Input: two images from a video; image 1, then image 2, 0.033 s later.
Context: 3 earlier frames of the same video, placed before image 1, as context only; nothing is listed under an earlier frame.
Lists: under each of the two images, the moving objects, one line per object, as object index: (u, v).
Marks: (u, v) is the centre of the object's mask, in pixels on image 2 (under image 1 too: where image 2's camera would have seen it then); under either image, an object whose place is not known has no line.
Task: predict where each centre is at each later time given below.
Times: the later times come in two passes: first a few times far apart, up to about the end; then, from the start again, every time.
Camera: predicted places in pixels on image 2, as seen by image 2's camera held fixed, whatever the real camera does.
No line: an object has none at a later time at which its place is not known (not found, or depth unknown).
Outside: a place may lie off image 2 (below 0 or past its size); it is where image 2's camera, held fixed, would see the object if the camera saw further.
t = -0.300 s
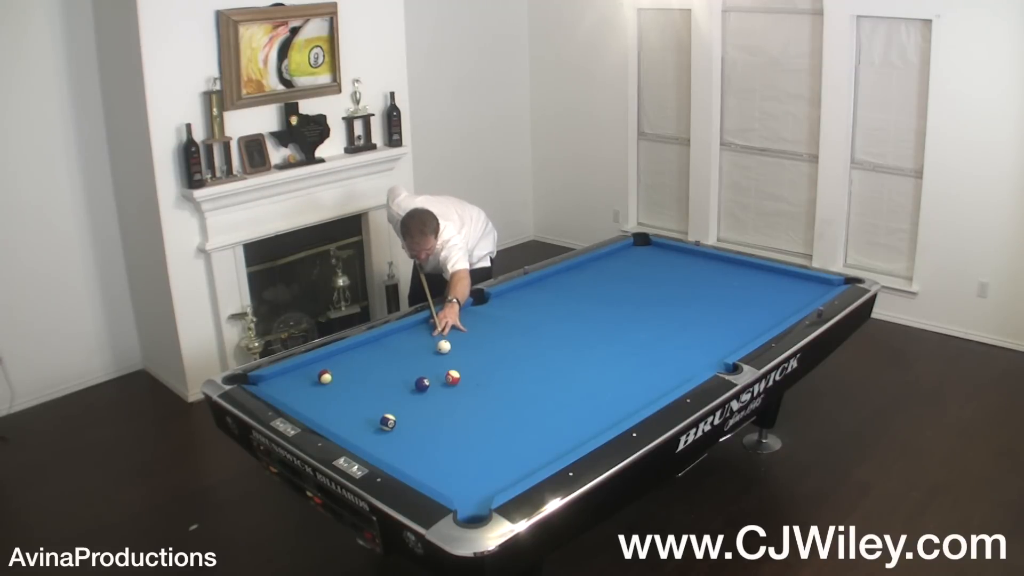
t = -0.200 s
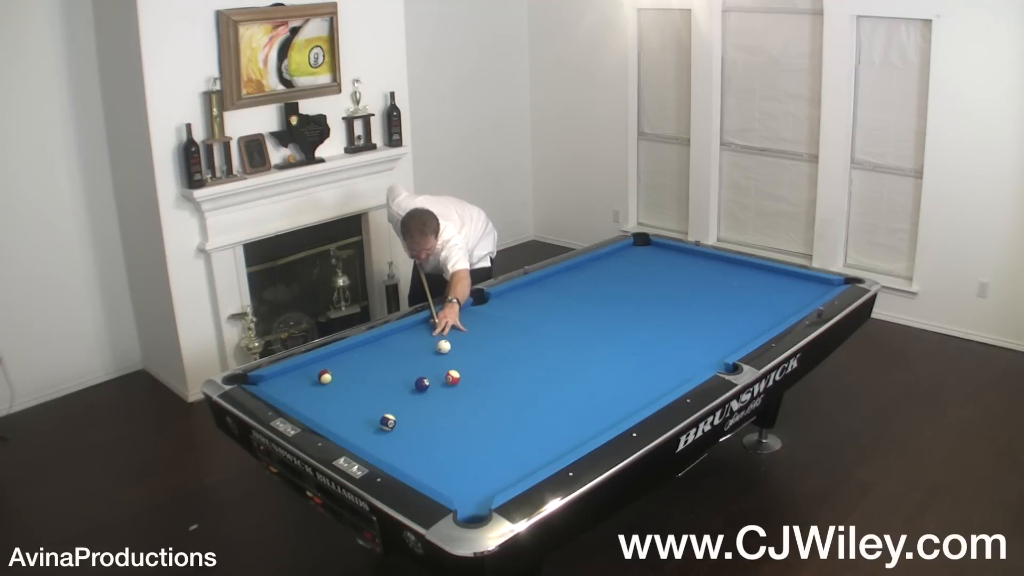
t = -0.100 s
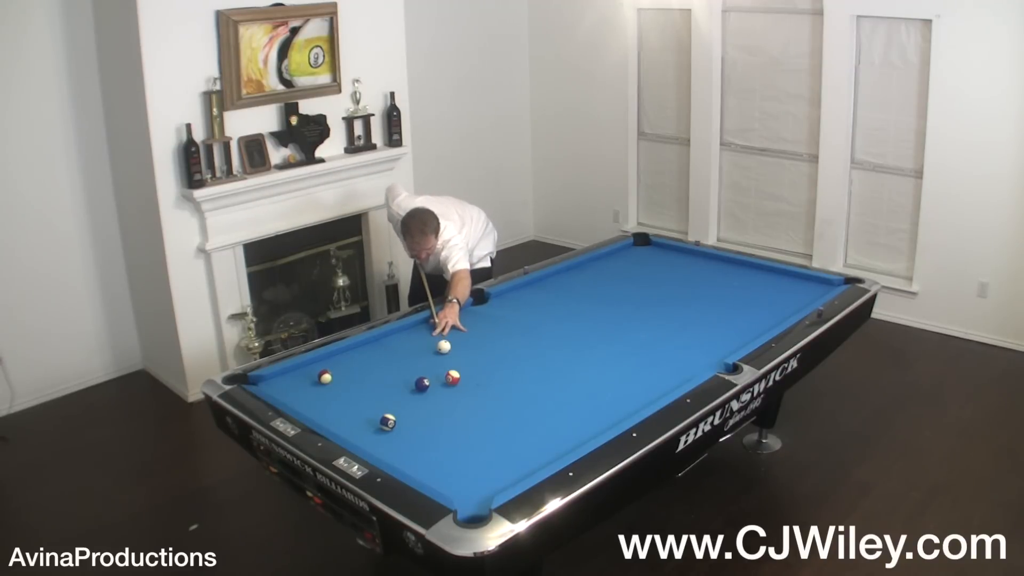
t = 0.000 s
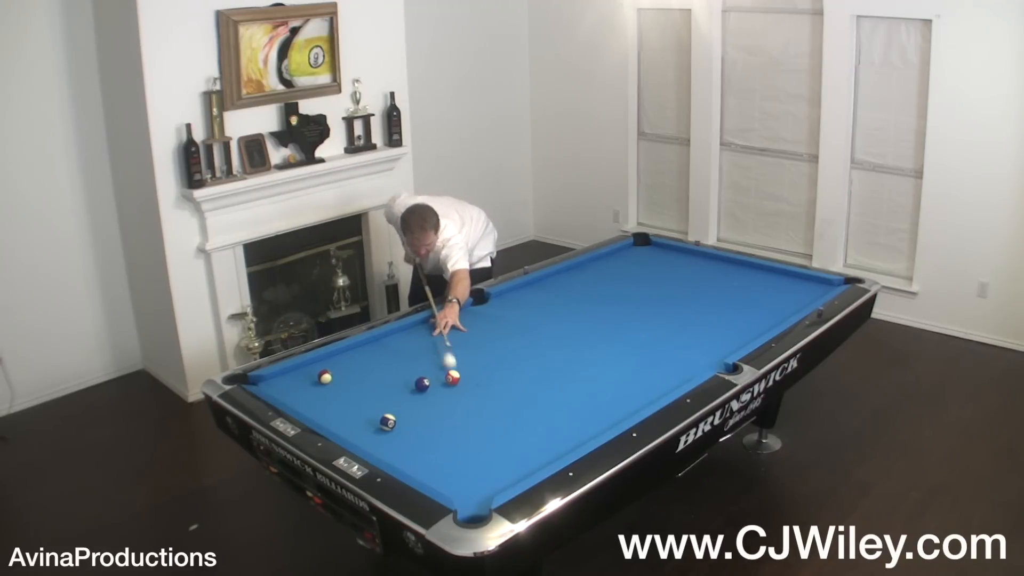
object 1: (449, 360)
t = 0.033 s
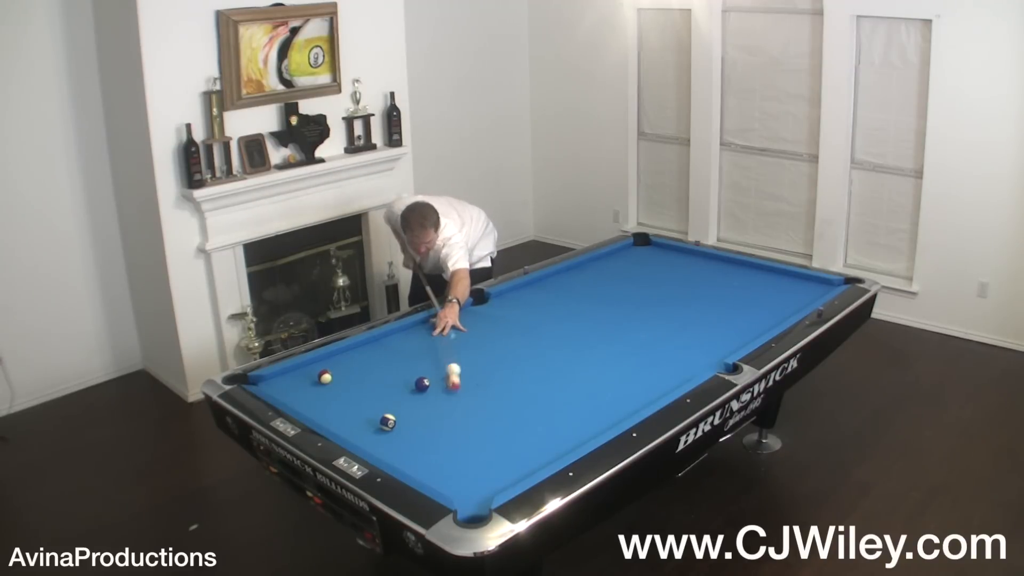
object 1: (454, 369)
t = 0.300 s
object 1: (482, 378)
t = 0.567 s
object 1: (516, 404)
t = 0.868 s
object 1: (563, 446)
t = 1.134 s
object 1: (526, 444)
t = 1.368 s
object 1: (489, 438)
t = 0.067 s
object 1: (456, 370)
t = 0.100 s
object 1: (460, 371)
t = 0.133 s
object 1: (464, 372)
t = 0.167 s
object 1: (467, 373)
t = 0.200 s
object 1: (471, 374)
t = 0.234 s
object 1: (475, 375)
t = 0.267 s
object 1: (478, 376)
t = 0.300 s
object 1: (482, 378)
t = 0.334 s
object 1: (486, 380)
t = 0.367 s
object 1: (490, 383)
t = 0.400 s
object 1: (494, 385)
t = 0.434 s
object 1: (498, 388)
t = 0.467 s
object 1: (502, 392)
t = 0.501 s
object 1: (507, 396)
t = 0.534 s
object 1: (511, 400)
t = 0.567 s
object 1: (516, 404)
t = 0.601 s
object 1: (521, 408)
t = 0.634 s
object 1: (526, 413)
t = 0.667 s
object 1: (531, 418)
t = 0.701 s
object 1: (536, 422)
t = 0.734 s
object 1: (541, 427)
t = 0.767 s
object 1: (546, 432)
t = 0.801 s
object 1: (552, 437)
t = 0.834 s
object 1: (557, 442)
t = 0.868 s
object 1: (563, 446)
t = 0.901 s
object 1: (567, 449)
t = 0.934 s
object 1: (560, 449)
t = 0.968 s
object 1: (555, 449)
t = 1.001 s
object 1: (548, 448)
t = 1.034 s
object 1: (543, 447)
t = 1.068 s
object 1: (537, 446)
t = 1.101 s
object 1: (532, 445)
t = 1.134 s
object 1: (526, 444)
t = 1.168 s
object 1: (521, 443)
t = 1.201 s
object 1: (515, 442)
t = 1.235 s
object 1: (510, 442)
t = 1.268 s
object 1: (505, 441)
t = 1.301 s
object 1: (499, 440)
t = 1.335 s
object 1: (494, 439)
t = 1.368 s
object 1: (489, 438)
